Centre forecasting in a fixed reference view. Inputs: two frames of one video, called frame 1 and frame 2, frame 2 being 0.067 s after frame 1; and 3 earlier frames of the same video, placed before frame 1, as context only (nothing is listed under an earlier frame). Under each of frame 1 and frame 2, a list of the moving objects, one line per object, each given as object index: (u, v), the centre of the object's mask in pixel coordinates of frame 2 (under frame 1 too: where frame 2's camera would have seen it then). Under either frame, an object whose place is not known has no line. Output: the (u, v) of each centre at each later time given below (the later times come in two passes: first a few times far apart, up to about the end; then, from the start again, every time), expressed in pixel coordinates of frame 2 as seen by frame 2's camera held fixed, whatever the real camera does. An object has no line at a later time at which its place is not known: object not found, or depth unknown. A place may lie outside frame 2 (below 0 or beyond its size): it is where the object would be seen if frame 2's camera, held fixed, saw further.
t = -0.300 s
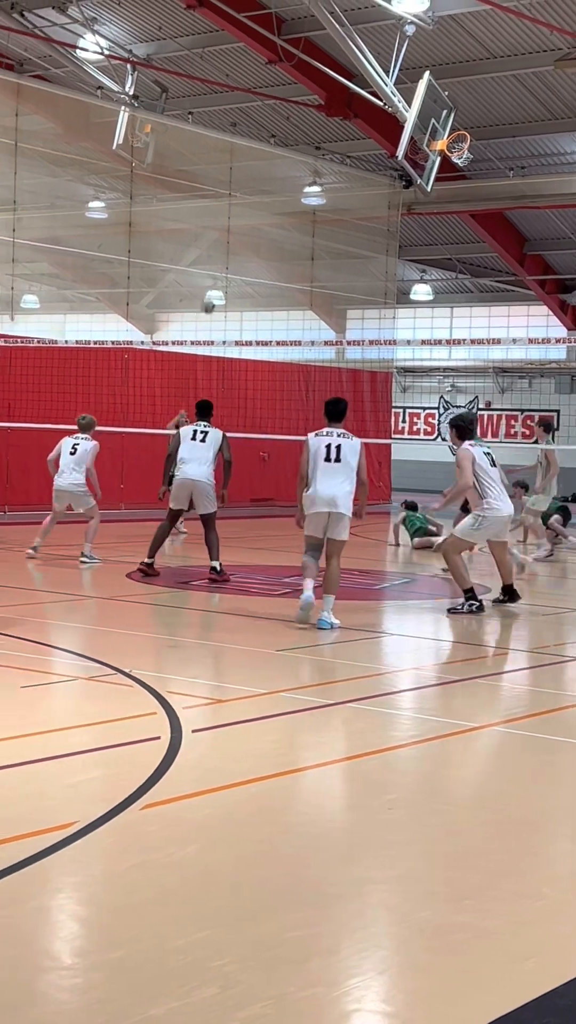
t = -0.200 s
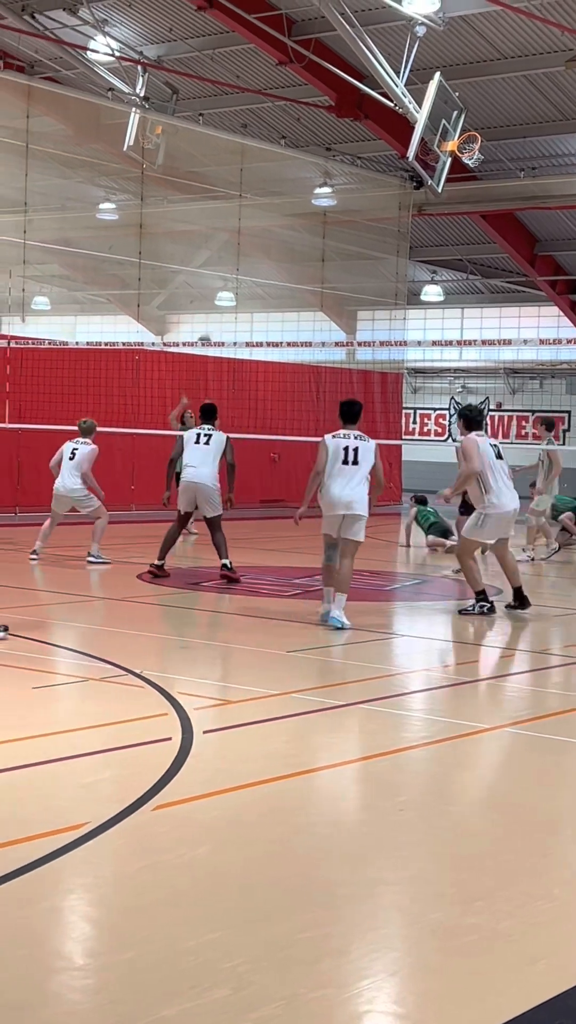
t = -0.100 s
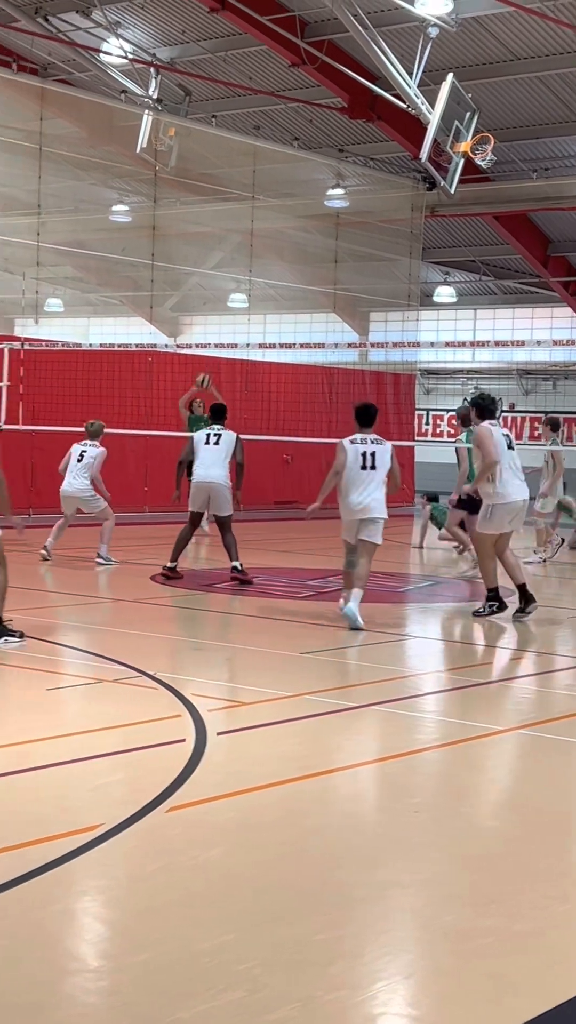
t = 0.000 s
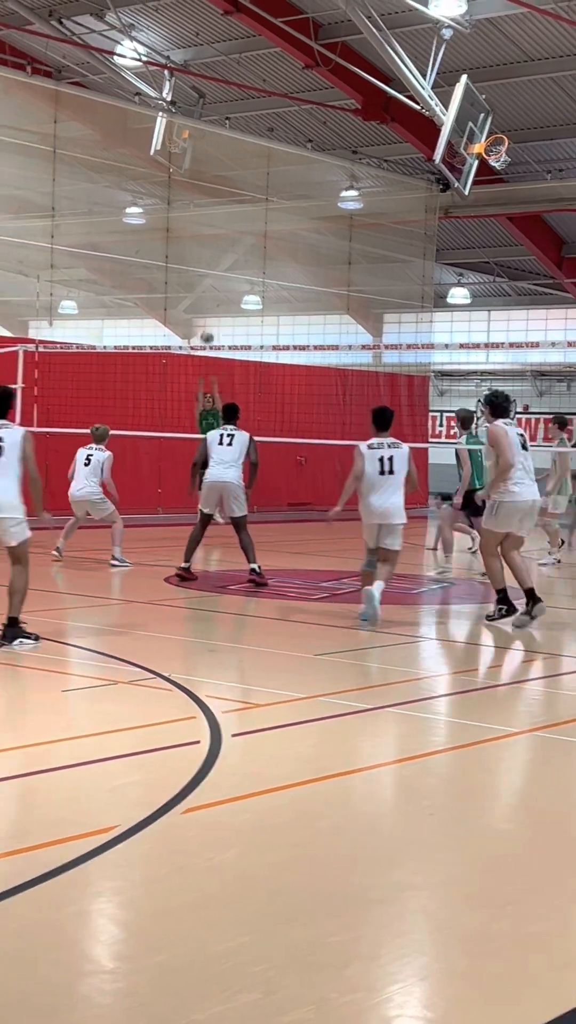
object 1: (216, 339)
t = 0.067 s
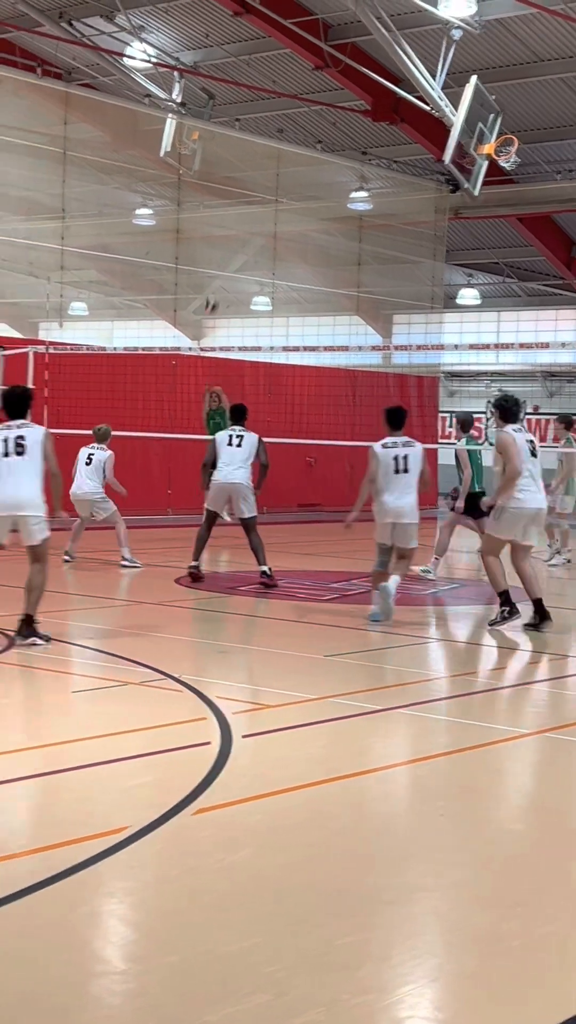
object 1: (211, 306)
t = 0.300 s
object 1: (191, 202)
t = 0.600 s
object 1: (164, 131)
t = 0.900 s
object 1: (127, 136)
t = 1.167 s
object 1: (90, 227)
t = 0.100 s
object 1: (208, 288)
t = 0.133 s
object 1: (206, 273)
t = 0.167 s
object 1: (202, 258)
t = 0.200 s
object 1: (201, 243)
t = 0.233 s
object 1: (197, 230)
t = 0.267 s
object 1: (195, 215)
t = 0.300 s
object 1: (191, 202)
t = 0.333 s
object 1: (189, 192)
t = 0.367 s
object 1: (186, 180)
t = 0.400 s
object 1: (183, 171)
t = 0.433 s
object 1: (180, 161)
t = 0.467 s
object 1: (177, 153)
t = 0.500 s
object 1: (175, 147)
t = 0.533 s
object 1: (171, 142)
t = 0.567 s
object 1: (167, 136)
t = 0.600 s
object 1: (164, 131)
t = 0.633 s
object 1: (159, 127)
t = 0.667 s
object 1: (156, 124)
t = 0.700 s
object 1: (152, 122)
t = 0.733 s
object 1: (148, 122)
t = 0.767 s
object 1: (144, 122)
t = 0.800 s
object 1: (140, 124)
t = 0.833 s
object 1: (136, 127)
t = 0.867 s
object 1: (131, 131)
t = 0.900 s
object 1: (127, 136)
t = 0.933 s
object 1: (123, 143)
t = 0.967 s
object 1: (118, 150)
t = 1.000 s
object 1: (114, 159)
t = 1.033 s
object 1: (109, 169)
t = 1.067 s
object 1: (105, 182)
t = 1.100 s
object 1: (99, 195)
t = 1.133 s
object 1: (95, 211)
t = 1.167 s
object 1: (90, 227)
